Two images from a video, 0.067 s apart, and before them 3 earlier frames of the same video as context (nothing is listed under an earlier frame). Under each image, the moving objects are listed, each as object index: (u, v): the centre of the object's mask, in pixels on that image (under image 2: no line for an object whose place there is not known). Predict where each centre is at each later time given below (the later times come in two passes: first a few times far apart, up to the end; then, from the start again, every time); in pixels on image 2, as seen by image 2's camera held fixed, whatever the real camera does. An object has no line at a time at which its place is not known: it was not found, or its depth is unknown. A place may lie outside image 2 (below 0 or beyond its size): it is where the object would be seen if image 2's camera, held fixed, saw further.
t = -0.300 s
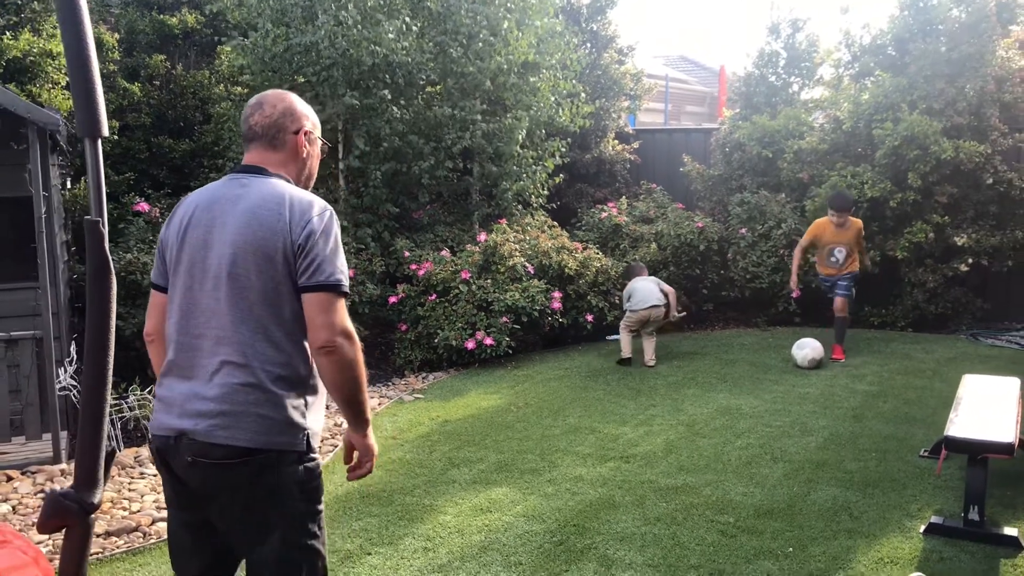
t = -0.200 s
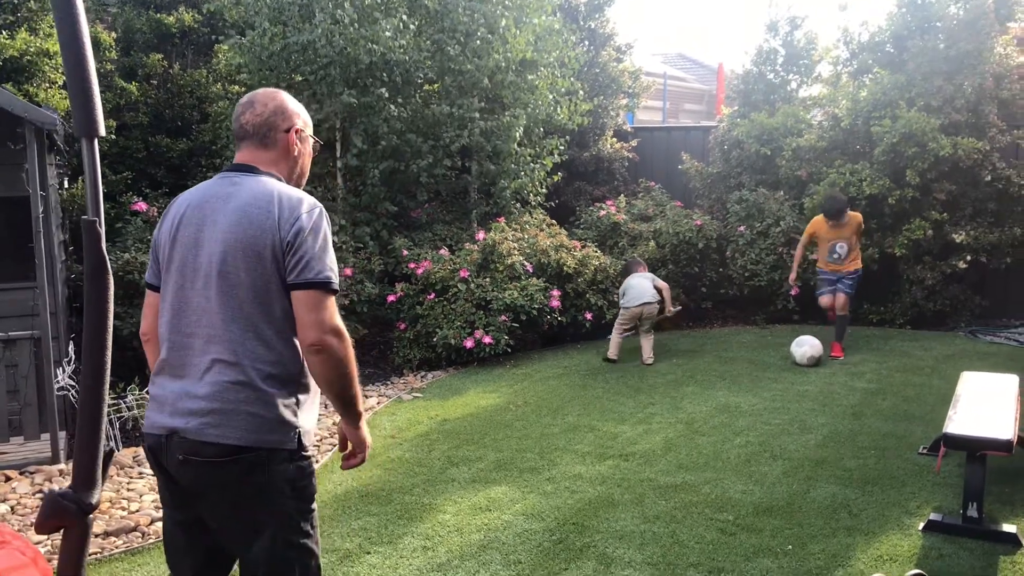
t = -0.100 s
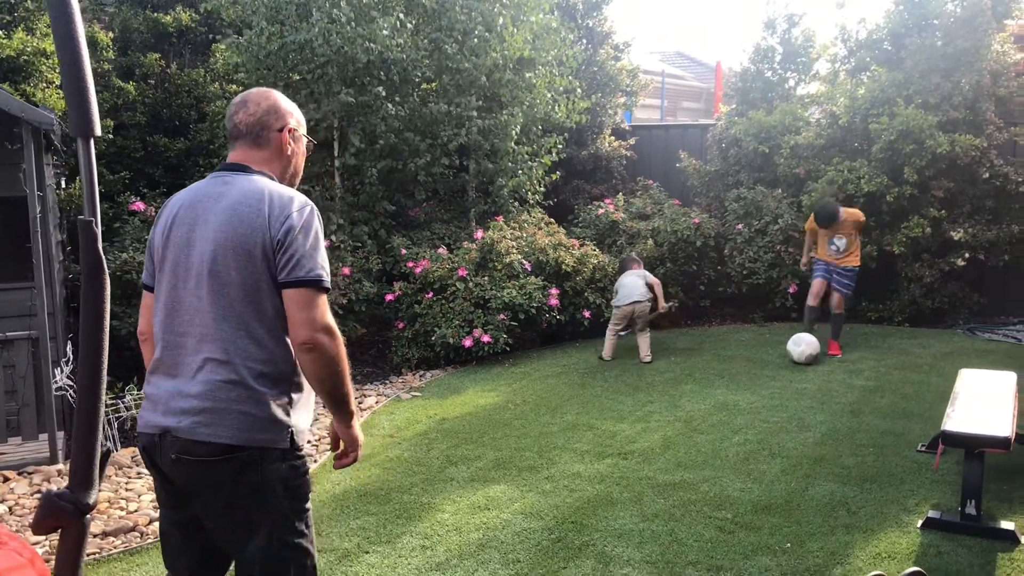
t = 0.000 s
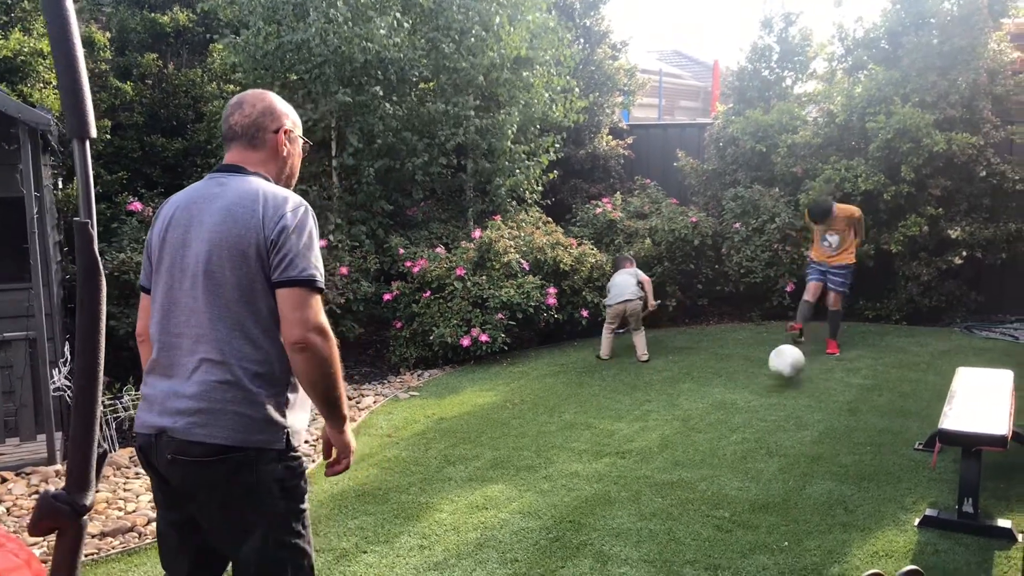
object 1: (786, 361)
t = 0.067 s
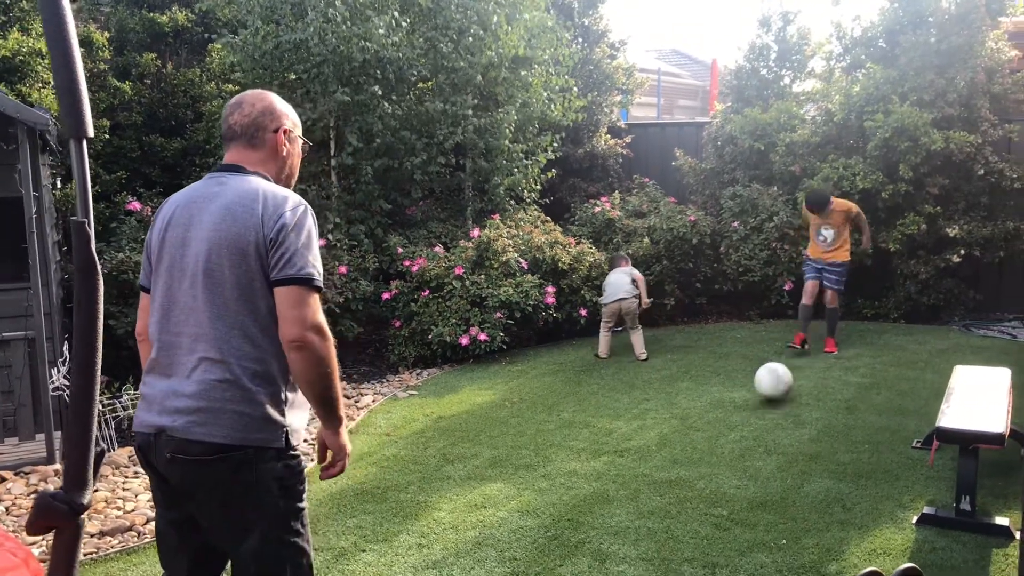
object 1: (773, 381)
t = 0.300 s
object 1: (732, 447)
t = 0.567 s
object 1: (673, 543)
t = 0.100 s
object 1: (767, 395)
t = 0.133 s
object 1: (761, 402)
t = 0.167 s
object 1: (756, 408)
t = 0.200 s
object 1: (750, 418)
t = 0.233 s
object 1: (744, 428)
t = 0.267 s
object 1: (738, 438)
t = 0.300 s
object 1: (732, 447)
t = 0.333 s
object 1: (725, 457)
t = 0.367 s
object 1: (719, 469)
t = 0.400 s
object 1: (712, 479)
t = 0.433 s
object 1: (707, 491)
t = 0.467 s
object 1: (697, 504)
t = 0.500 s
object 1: (690, 517)
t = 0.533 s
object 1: (681, 529)
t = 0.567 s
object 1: (673, 543)
